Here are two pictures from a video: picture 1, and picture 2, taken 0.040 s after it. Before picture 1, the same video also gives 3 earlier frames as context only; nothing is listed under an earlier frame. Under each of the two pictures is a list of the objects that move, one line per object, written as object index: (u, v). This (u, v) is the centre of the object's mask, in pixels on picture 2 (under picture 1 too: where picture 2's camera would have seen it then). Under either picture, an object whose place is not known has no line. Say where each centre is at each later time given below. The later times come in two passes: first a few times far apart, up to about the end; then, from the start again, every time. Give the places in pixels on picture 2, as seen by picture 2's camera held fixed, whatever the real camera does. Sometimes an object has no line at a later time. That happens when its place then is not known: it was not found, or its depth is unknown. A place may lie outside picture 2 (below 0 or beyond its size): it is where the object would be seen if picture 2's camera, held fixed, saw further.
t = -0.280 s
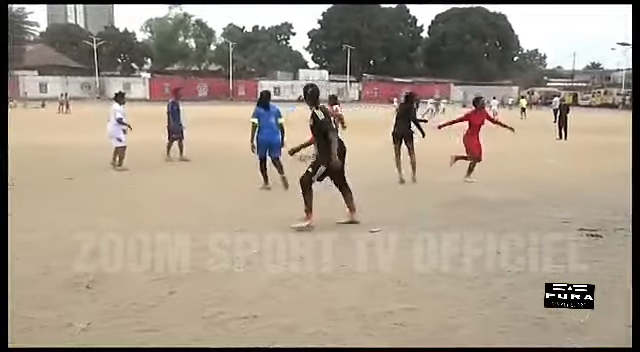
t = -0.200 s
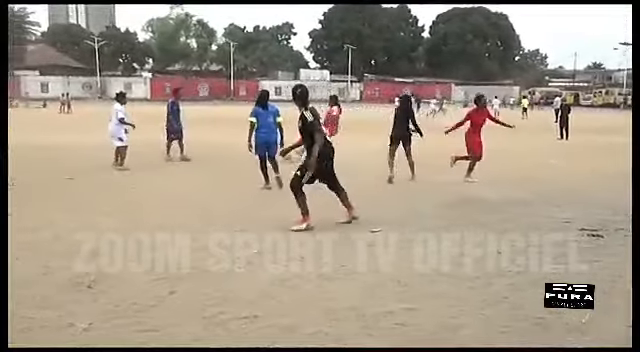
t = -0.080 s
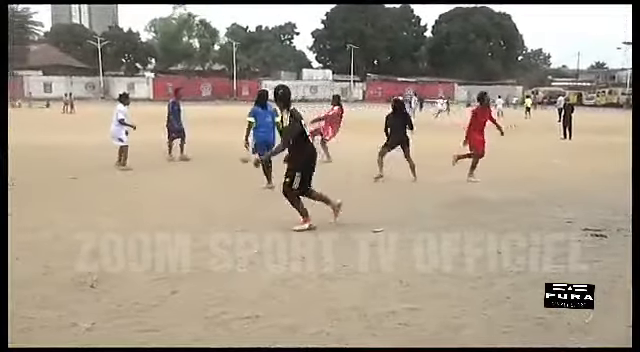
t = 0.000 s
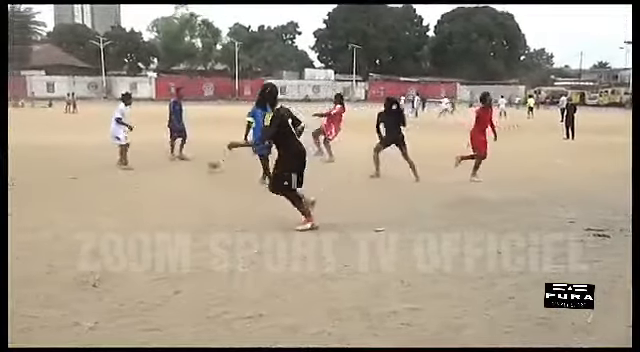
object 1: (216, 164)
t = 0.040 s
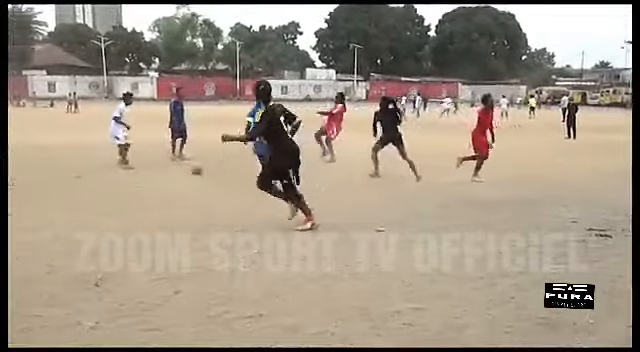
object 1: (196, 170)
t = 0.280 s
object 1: (100, 169)
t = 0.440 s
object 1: (36, 176)
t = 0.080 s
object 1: (179, 171)
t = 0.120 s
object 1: (163, 172)
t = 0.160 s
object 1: (146, 174)
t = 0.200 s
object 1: (130, 173)
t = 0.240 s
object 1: (115, 171)
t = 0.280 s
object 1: (100, 169)
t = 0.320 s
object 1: (85, 170)
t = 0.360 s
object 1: (68, 171)
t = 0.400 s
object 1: (52, 173)
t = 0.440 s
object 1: (36, 176)
